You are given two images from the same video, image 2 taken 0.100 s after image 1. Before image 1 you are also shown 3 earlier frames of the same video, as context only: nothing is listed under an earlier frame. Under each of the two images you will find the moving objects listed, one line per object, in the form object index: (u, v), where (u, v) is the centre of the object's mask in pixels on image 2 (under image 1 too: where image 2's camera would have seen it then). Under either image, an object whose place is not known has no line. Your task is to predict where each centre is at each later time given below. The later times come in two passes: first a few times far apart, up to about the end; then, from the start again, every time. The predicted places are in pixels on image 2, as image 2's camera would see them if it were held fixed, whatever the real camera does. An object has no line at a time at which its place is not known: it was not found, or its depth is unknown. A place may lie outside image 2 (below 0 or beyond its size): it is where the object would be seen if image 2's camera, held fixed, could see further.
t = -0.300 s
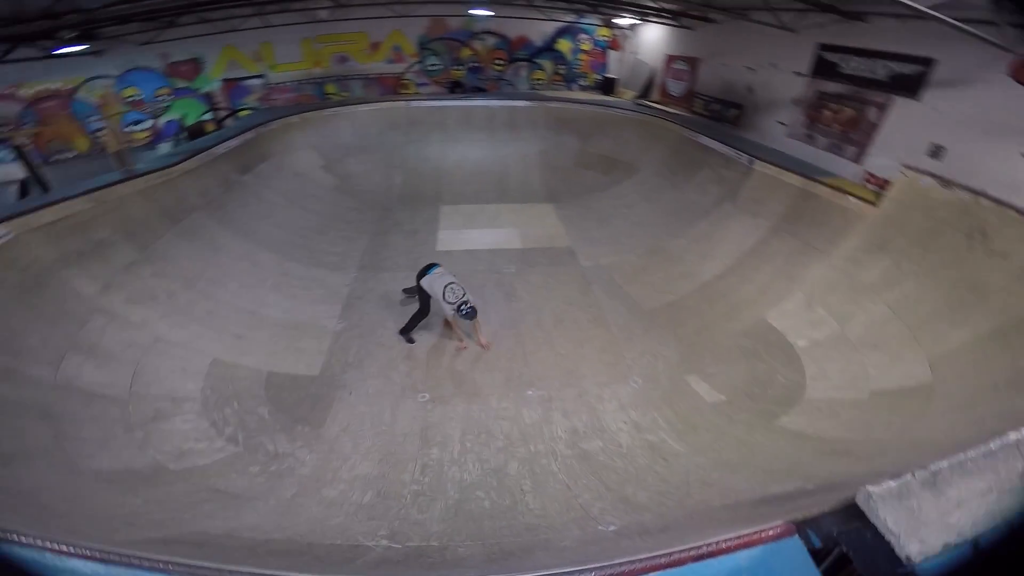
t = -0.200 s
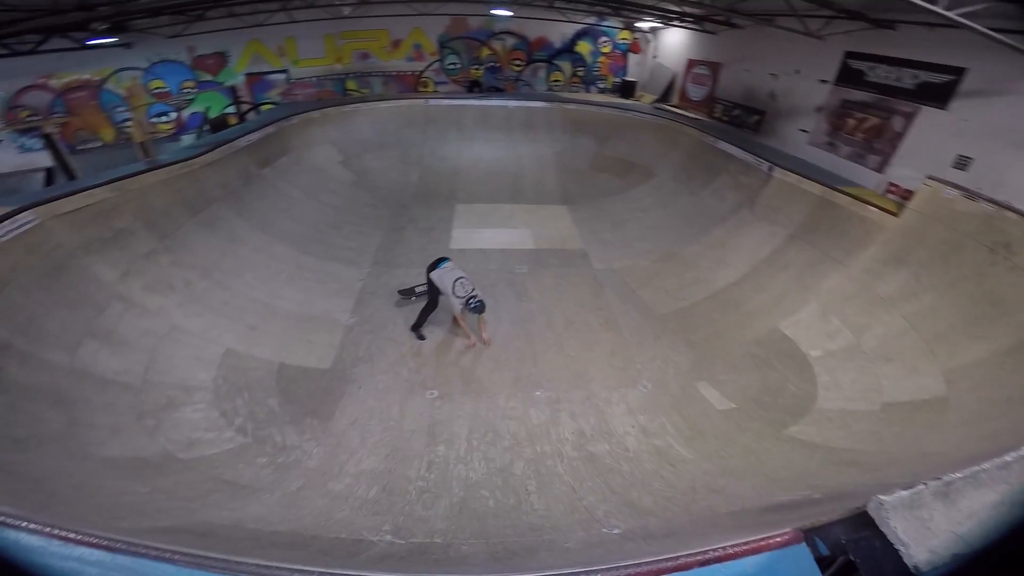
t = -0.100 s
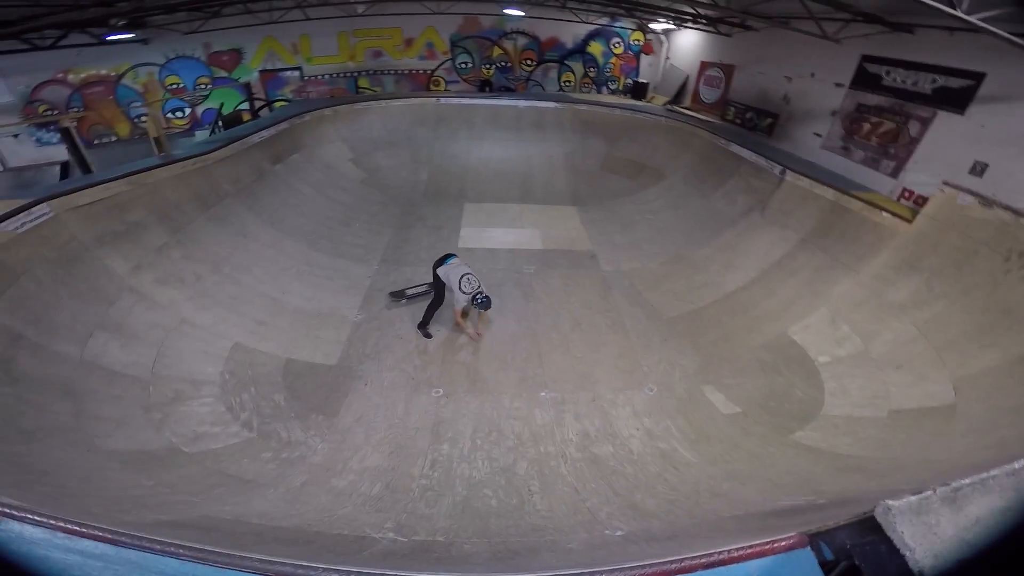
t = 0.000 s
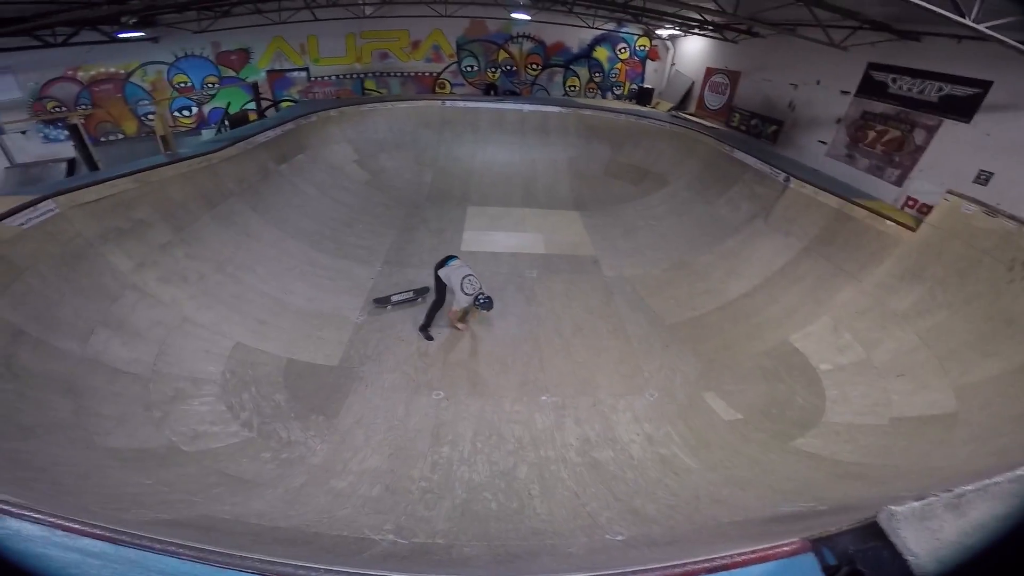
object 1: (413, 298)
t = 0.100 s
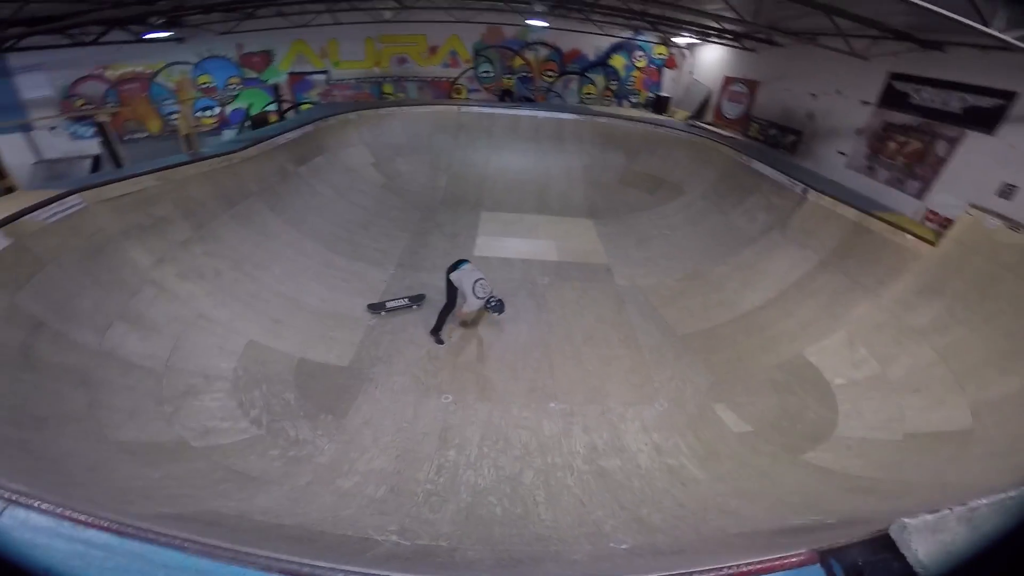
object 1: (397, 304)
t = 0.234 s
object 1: (372, 306)
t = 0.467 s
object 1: (332, 309)
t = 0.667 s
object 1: (304, 311)
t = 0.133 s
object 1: (390, 304)
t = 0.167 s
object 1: (384, 304)
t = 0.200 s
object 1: (378, 304)
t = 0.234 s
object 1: (372, 306)
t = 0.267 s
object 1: (365, 306)
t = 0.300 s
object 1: (358, 304)
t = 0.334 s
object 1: (353, 304)
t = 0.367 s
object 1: (348, 305)
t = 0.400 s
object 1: (342, 306)
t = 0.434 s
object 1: (338, 309)
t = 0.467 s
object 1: (332, 309)
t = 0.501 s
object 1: (326, 309)
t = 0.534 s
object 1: (321, 309)
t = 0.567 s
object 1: (316, 310)
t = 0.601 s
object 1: (312, 309)
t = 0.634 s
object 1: (307, 310)
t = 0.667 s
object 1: (304, 311)
